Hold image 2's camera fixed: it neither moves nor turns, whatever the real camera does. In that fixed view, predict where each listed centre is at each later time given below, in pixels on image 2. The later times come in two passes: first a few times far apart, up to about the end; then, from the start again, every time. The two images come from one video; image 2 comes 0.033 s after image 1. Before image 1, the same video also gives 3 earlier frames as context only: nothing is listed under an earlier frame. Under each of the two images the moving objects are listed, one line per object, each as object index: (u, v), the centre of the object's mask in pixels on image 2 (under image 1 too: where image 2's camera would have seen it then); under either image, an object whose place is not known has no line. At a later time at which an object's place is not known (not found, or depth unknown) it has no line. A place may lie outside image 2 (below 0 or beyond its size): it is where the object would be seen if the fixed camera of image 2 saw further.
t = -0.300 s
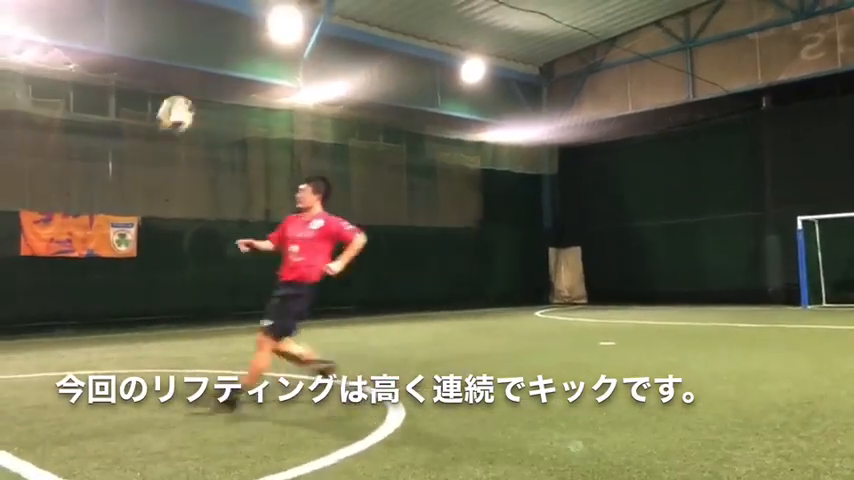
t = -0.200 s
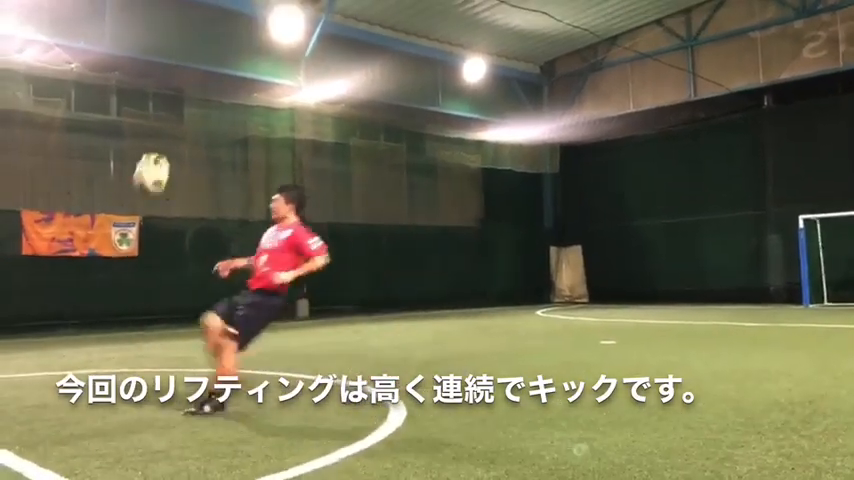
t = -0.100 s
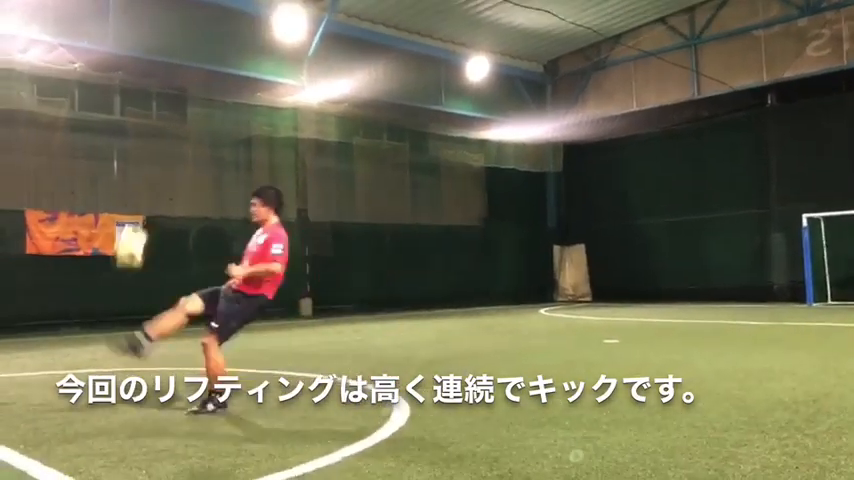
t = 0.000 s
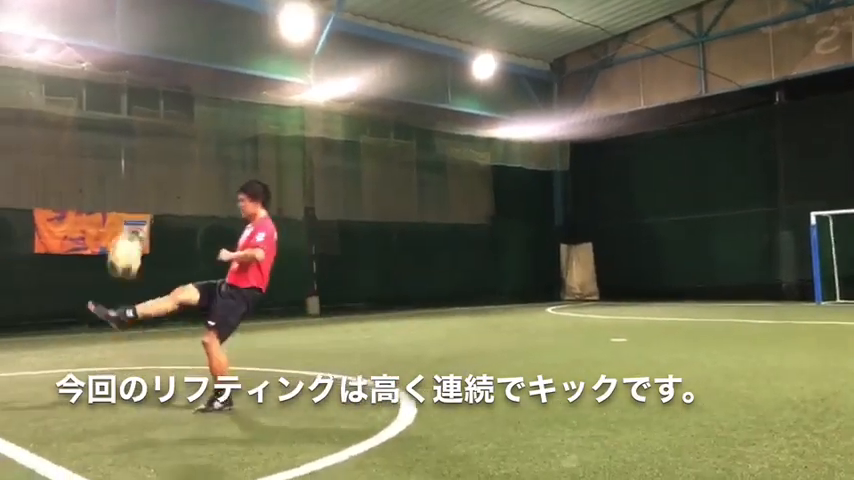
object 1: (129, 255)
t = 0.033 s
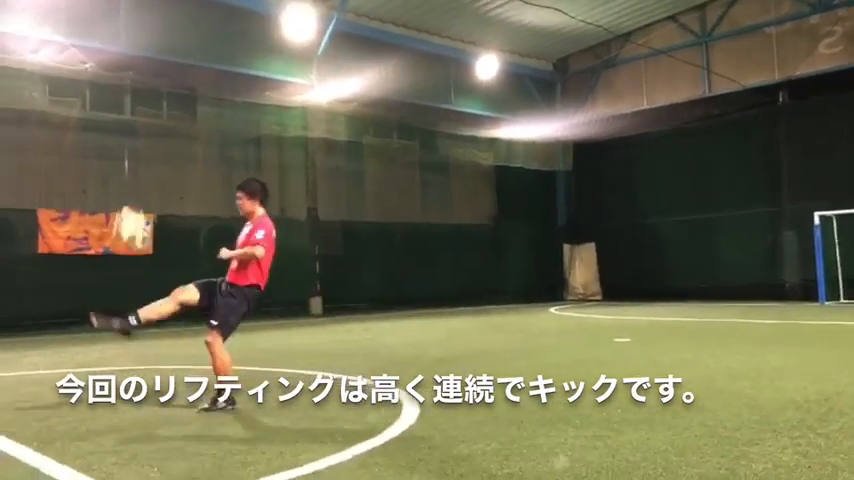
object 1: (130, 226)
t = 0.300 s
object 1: (140, 74)
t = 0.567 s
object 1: (146, 26)
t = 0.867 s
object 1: (155, 80)
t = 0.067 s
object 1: (131, 200)
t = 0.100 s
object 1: (132, 177)
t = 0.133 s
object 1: (133, 155)
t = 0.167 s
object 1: (135, 136)
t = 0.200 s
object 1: (136, 118)
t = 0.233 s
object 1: (137, 100)
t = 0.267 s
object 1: (139, 87)
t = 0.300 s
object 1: (140, 74)
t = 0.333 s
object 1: (141, 63)
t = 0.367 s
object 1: (141, 54)
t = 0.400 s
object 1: (143, 45)
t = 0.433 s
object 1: (143, 38)
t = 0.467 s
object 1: (144, 34)
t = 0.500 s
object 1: (145, 30)
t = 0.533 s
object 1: (146, 28)
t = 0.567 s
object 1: (146, 26)
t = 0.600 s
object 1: (147, 27)
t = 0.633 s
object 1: (148, 29)
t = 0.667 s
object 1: (149, 32)
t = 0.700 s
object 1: (150, 37)
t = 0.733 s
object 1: (151, 41)
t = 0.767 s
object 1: (152, 50)
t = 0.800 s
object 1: (153, 58)
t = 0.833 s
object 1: (154, 69)
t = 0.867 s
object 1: (155, 80)
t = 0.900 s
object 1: (155, 93)
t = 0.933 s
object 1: (156, 107)
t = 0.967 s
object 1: (157, 122)
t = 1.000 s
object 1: (158, 139)
